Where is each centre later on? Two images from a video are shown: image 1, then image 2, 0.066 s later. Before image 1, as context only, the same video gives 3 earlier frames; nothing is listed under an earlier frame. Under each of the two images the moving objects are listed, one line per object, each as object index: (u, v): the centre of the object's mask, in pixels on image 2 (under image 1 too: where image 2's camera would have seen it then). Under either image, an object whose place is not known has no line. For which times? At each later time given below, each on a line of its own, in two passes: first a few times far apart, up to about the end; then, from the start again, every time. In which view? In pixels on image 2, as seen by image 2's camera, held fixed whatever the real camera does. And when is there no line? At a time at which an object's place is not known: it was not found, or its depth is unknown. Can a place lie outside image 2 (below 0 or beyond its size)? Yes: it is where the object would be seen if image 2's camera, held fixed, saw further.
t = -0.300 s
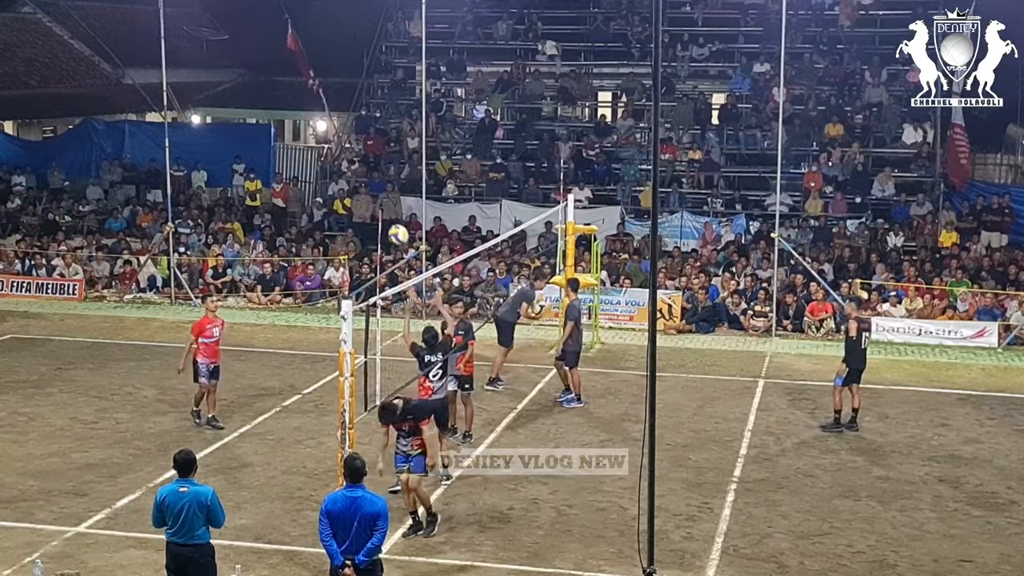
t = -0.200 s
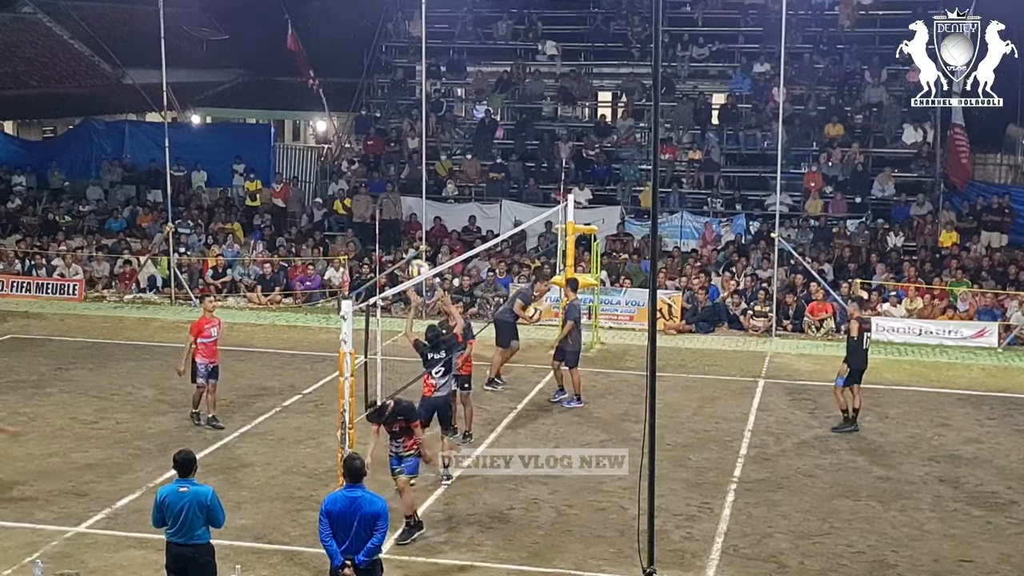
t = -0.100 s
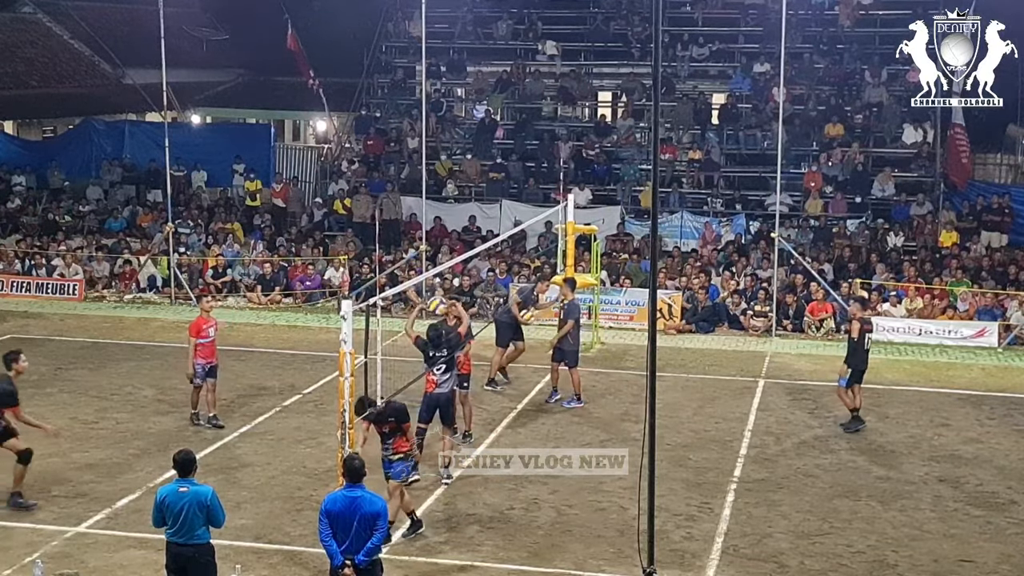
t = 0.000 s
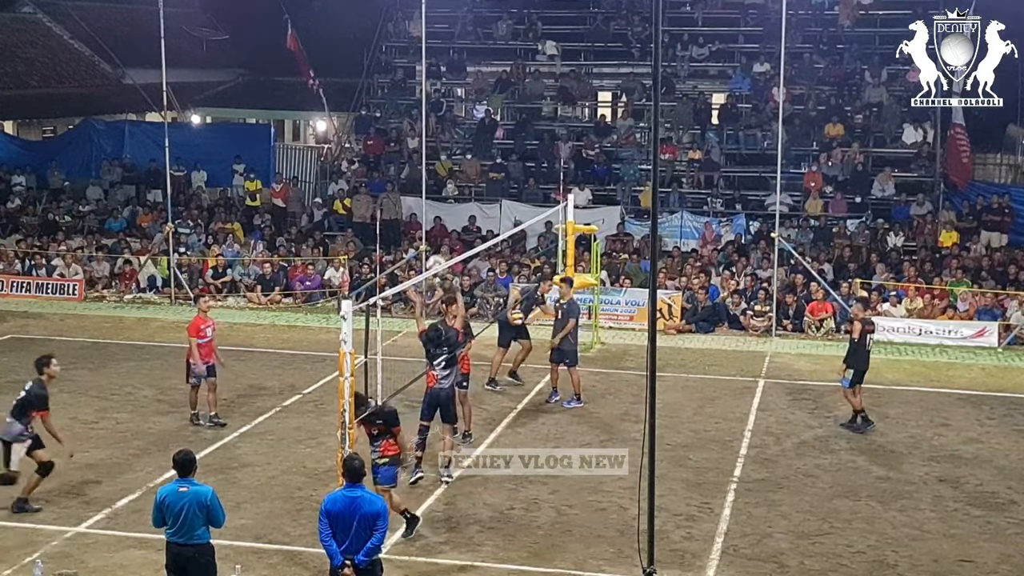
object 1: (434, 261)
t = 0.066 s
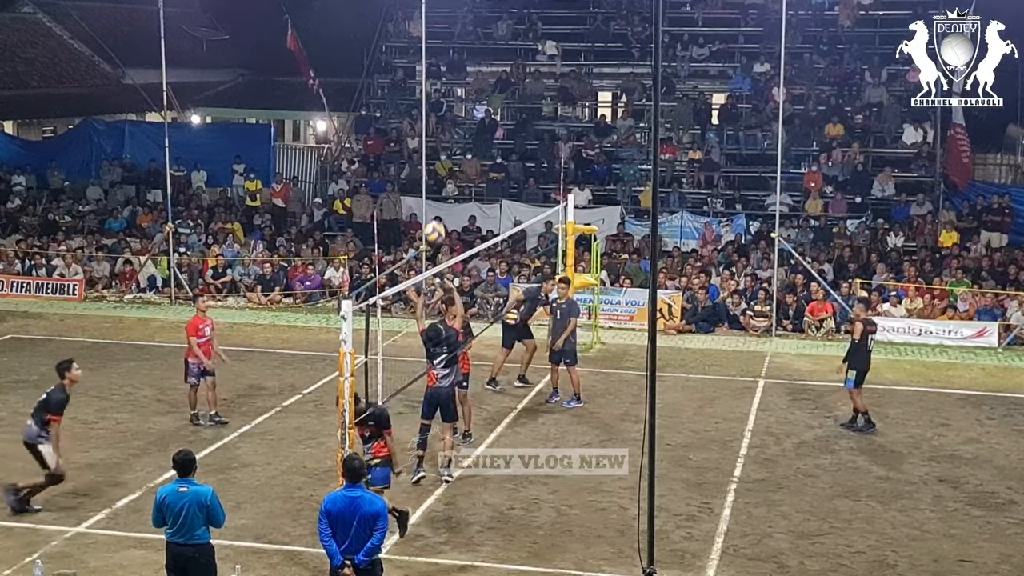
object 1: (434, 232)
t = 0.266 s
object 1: (430, 155)
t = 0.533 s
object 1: (425, 114)
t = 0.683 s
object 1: (421, 120)
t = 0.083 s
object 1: (434, 225)
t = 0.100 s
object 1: (434, 217)
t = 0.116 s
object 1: (434, 208)
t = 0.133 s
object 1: (433, 202)
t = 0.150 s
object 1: (433, 196)
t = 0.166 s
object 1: (432, 188)
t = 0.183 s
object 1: (432, 183)
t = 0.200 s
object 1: (432, 177)
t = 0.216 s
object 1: (431, 171)
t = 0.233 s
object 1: (431, 165)
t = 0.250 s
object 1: (431, 160)
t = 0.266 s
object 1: (430, 155)
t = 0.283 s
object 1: (430, 151)
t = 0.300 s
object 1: (430, 146)
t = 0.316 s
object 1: (429, 142)
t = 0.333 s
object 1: (429, 139)
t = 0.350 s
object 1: (429, 135)
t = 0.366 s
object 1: (428, 131)
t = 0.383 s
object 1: (428, 128)
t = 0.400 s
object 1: (428, 126)
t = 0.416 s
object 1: (427, 123)
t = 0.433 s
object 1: (427, 121)
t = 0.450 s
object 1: (427, 119)
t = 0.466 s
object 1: (426, 117)
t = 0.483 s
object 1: (425, 116)
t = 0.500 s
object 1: (425, 115)
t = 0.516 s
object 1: (425, 114)
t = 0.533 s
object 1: (425, 114)
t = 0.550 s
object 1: (424, 113)
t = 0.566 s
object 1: (424, 113)
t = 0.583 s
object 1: (424, 114)
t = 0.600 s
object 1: (423, 114)
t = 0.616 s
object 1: (423, 115)
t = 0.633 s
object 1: (422, 116)
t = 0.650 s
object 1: (421, 117)
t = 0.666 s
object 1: (421, 118)
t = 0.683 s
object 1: (421, 120)
